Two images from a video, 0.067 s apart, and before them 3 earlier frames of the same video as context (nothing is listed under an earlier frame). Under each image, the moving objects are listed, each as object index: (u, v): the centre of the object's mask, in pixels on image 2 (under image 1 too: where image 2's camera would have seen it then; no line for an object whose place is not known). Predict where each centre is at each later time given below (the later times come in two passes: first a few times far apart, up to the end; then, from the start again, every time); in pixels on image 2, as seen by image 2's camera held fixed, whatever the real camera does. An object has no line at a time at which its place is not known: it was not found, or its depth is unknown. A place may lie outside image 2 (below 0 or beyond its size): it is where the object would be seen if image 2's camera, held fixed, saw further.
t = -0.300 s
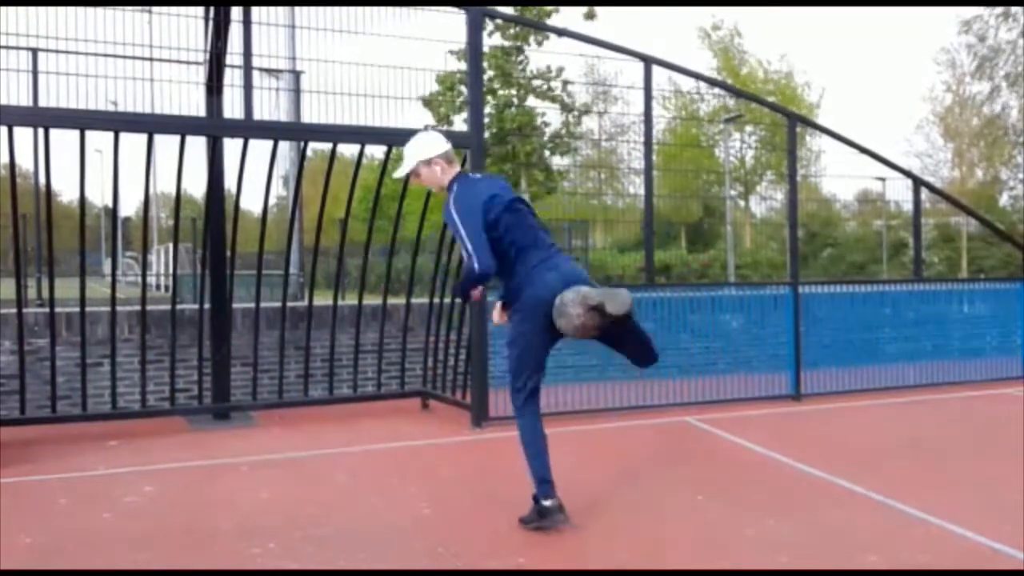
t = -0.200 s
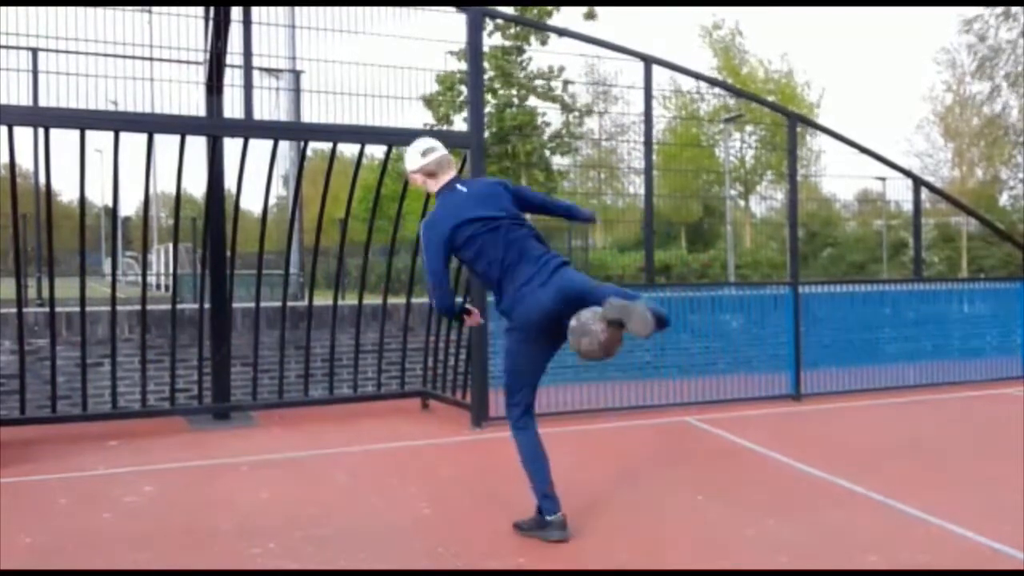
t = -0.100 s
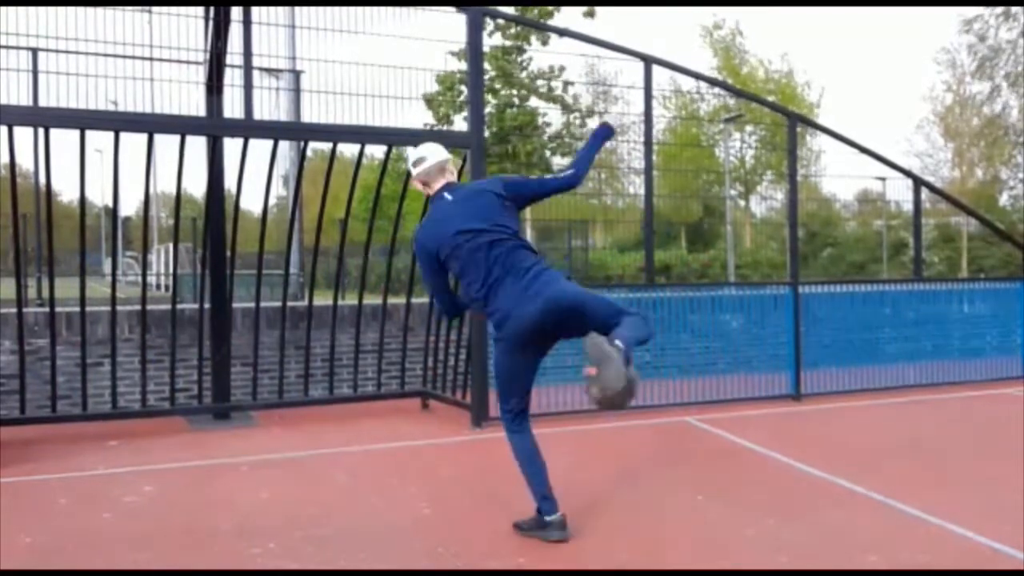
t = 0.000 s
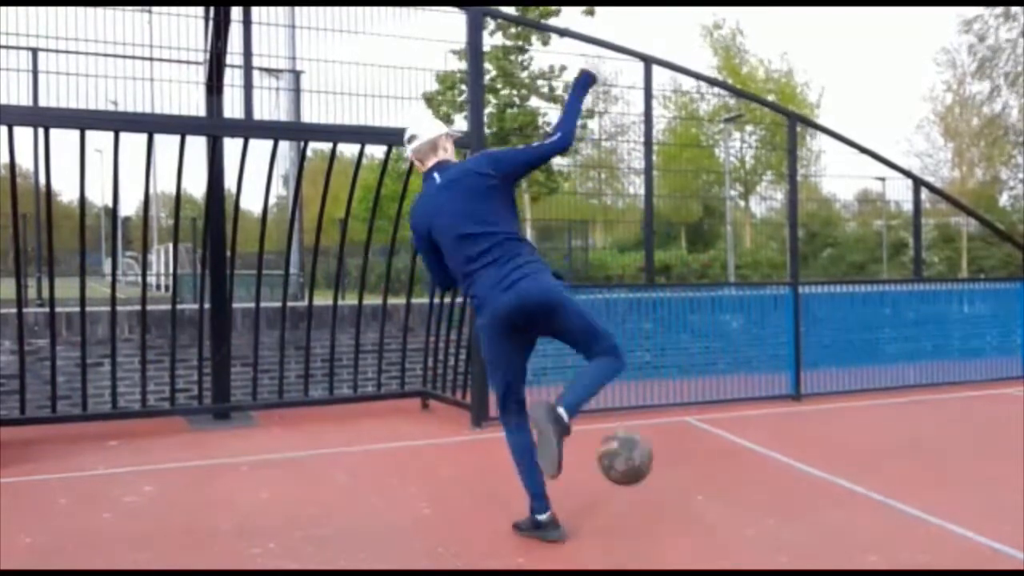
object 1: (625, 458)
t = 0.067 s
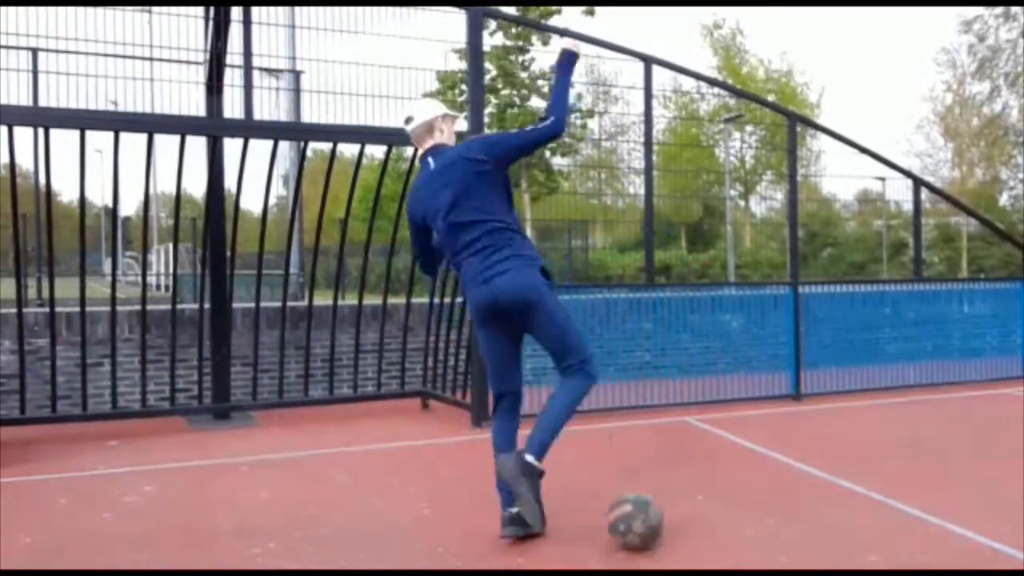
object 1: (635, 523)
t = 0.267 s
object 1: (642, 406)
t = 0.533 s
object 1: (655, 386)
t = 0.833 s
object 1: (669, 487)
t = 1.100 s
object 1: (683, 413)
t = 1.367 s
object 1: (696, 510)
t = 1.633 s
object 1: (701, 439)
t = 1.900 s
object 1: (705, 515)
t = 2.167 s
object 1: (705, 455)
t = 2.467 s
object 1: (701, 472)
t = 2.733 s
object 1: (695, 496)
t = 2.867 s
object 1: (692, 470)
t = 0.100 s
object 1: (637, 505)
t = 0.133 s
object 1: (638, 480)
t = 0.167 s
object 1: (640, 458)
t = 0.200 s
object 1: (641, 438)
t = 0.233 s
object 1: (642, 421)
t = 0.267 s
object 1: (642, 406)
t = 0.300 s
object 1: (646, 394)
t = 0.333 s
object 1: (647, 385)
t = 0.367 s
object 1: (648, 379)
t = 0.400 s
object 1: (650, 375)
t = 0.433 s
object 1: (651, 374)
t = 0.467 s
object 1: (652, 375)
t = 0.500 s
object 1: (653, 379)
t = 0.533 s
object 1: (655, 386)
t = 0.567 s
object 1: (657, 396)
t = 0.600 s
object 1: (658, 408)
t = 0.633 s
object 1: (659, 424)
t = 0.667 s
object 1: (661, 441)
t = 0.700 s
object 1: (662, 463)
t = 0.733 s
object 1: (663, 487)
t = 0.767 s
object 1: (664, 514)
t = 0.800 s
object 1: (666, 509)
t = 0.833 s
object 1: (669, 487)
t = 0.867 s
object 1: (670, 469)
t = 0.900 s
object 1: (672, 454)
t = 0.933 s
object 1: (674, 440)
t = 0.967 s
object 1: (676, 428)
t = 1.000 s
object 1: (678, 421)
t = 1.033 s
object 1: (680, 416)
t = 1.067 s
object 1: (681, 413)
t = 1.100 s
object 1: (683, 413)
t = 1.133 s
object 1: (685, 414)
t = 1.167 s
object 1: (686, 420)
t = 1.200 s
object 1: (688, 428)
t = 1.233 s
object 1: (690, 439)
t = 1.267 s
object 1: (692, 453)
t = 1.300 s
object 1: (693, 469)
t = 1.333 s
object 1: (694, 488)
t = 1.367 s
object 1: (696, 510)
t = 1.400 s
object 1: (697, 509)
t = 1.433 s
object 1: (698, 492)
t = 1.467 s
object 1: (698, 477)
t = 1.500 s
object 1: (699, 465)
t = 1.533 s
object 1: (699, 455)
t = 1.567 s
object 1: (700, 447)
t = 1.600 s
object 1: (700, 442)
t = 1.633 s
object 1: (701, 439)
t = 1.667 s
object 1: (702, 439)
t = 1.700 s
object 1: (702, 442)
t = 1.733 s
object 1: (703, 447)
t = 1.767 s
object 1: (704, 456)
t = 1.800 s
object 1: (704, 467)
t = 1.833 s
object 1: (704, 480)
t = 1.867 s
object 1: (705, 497)
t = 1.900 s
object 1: (705, 515)
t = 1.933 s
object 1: (705, 500)
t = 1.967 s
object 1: (705, 486)
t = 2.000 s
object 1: (705, 475)
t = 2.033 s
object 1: (705, 466)
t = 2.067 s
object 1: (705, 460)
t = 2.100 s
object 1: (705, 456)
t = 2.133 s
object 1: (705, 454)
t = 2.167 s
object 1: (705, 455)
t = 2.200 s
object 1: (705, 458)
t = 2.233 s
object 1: (705, 464)
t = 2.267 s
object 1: (704, 473)
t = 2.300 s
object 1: (704, 485)
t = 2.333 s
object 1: (704, 498)
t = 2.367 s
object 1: (703, 503)
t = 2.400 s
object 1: (703, 490)
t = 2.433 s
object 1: (702, 481)
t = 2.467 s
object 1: (701, 472)
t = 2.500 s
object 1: (701, 467)
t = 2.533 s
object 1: (700, 464)
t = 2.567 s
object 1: (699, 462)
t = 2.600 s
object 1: (698, 464)
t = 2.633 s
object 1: (697, 468)
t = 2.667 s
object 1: (697, 475)
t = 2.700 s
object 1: (696, 484)
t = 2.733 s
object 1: (695, 496)
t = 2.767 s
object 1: (694, 496)
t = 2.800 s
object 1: (693, 486)
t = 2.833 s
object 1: (693, 477)
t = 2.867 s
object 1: (692, 470)
